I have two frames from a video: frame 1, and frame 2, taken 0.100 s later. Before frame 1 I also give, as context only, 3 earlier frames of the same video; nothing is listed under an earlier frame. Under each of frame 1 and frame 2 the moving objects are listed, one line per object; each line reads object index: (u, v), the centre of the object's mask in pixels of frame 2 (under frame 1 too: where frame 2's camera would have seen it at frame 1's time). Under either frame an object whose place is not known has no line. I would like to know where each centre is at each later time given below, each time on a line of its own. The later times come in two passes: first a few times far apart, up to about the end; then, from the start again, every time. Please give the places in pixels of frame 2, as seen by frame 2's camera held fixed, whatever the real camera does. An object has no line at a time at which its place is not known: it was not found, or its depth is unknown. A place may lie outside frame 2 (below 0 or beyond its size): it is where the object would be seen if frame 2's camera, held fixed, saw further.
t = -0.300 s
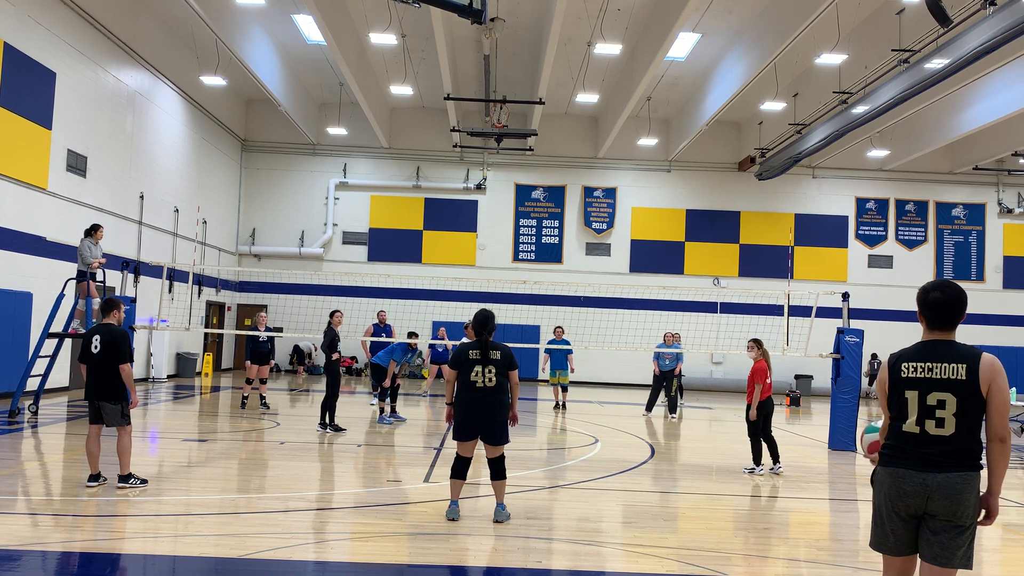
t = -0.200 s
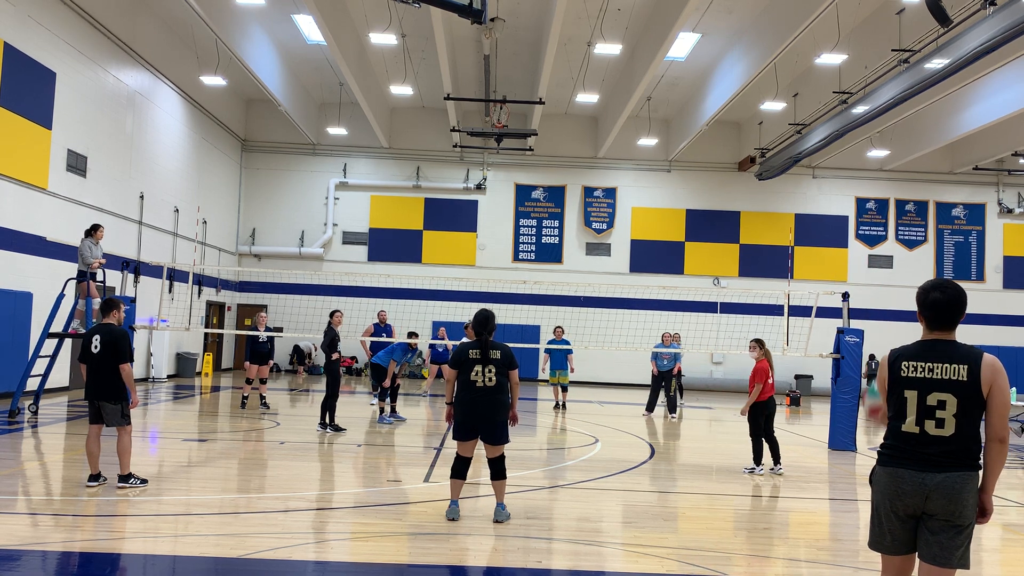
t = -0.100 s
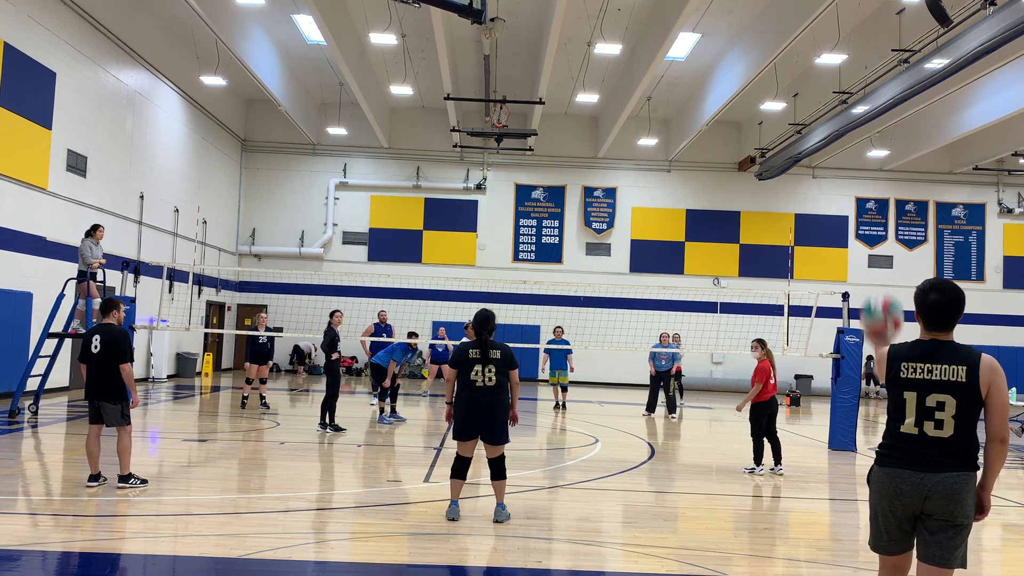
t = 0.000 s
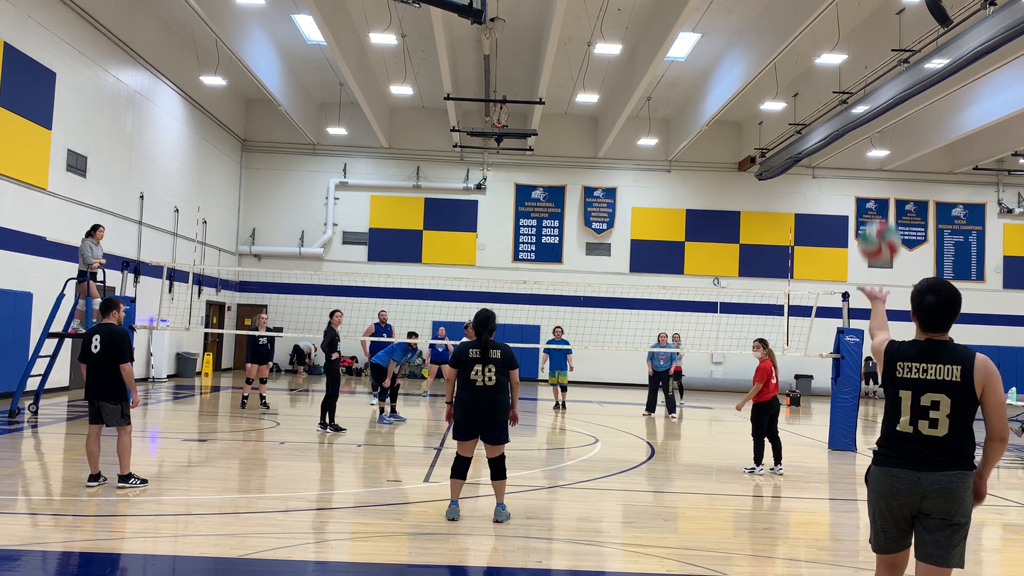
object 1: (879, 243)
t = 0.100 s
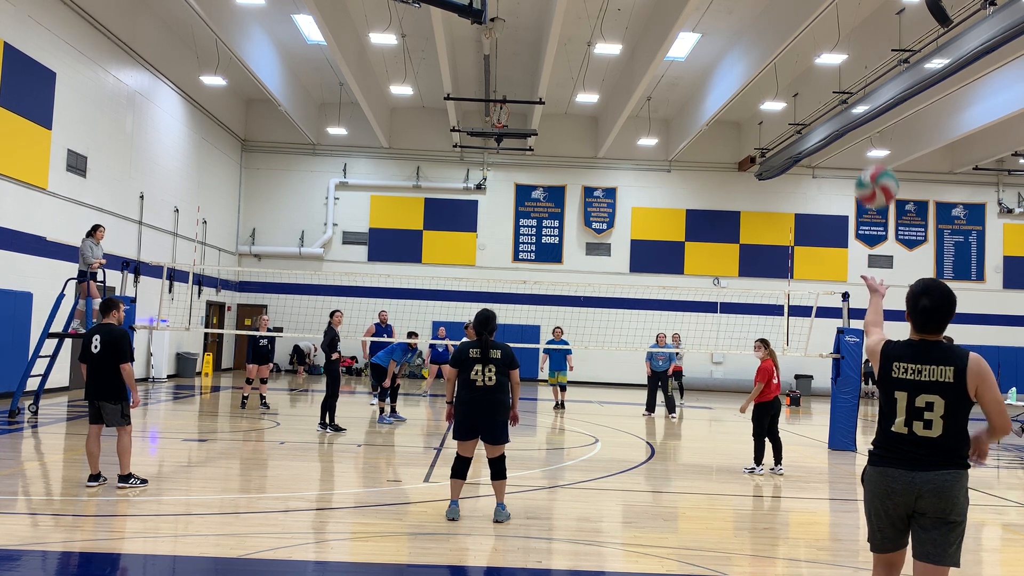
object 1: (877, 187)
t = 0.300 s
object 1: (870, 135)
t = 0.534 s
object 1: (860, 170)
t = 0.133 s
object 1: (875, 173)
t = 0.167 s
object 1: (875, 161)
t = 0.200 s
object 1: (874, 151)
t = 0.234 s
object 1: (873, 144)
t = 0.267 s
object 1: (871, 138)
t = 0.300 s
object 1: (870, 135)
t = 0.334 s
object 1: (868, 134)
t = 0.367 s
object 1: (867, 135)
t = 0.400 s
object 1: (865, 137)
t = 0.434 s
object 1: (864, 142)
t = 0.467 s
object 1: (863, 149)
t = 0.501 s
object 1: (862, 158)
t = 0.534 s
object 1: (860, 170)
